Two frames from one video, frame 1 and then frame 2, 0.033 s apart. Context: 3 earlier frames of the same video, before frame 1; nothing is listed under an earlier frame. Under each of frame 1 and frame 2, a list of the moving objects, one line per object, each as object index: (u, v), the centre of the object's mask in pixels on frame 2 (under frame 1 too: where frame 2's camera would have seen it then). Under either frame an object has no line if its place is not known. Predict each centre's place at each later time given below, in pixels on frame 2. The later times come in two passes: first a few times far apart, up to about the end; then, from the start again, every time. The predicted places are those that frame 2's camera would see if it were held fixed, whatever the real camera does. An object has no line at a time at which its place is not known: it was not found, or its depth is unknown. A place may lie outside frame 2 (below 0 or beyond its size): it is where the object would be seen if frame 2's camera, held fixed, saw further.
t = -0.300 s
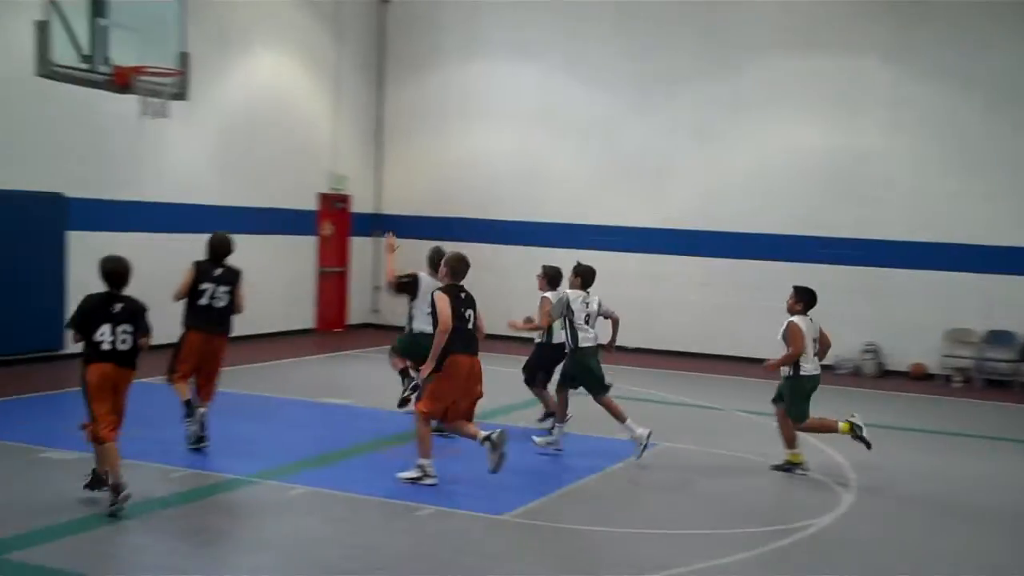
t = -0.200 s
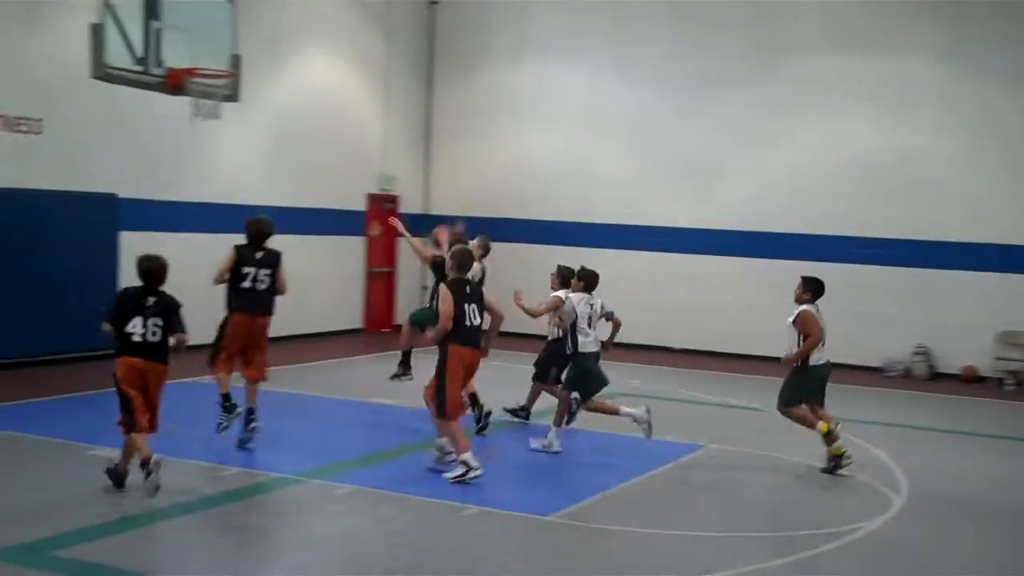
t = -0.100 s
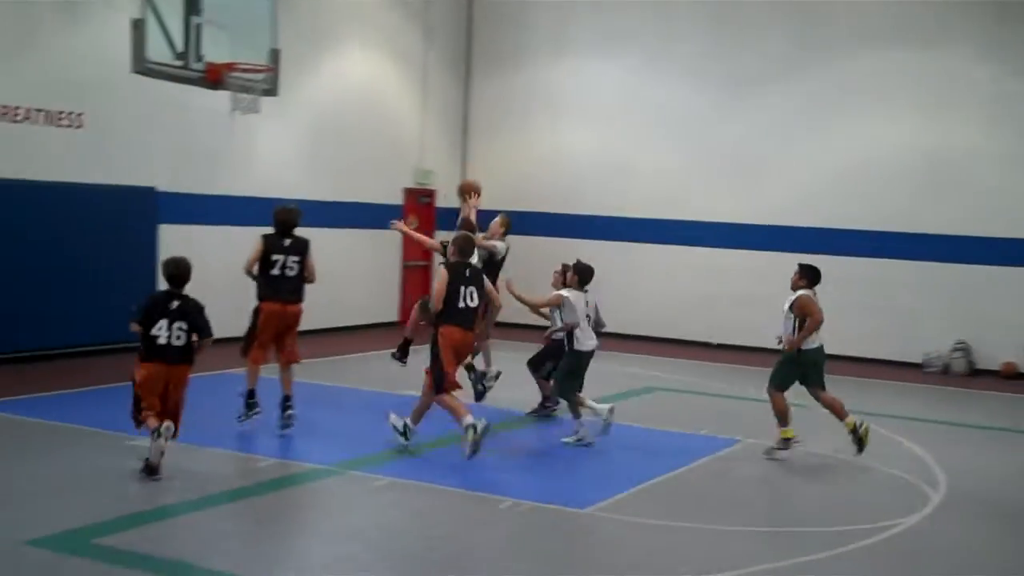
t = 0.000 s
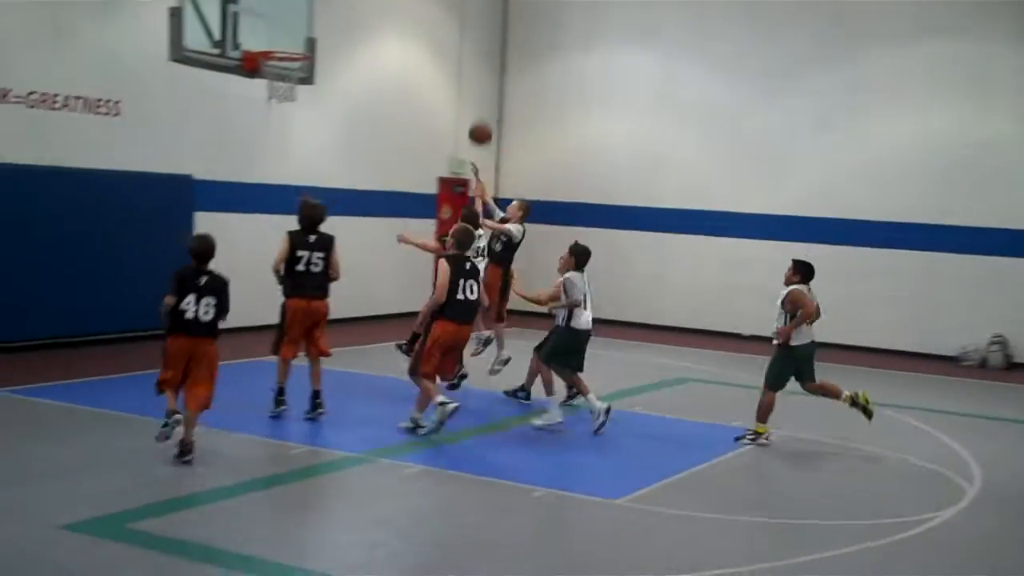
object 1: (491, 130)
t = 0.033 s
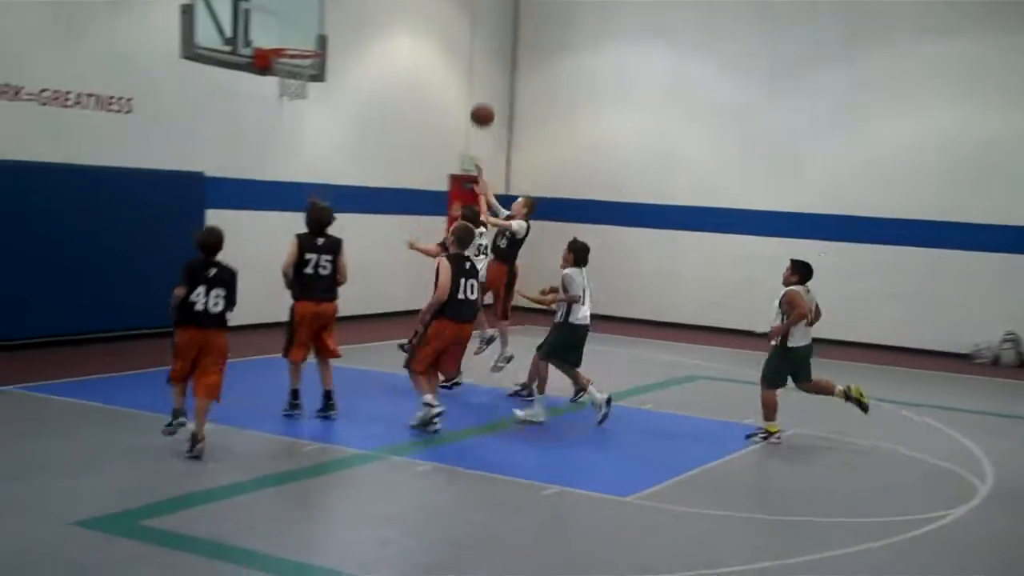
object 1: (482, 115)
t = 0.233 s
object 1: (425, 46)
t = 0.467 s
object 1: (354, 15)
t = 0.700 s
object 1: (282, 36)
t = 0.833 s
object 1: (278, 15)
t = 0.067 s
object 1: (473, 101)
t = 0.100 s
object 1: (464, 88)
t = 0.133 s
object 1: (454, 76)
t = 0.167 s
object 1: (445, 65)
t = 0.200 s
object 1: (435, 55)
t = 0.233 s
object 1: (425, 46)
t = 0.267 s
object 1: (415, 38)
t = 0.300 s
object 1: (405, 32)
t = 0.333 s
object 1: (395, 26)
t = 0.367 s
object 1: (385, 22)
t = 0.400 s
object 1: (375, 18)
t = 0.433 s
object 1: (364, 16)
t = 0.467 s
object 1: (354, 15)
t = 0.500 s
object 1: (344, 15)
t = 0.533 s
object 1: (334, 17)
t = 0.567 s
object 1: (322, 20)
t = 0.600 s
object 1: (312, 24)
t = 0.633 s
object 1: (301, 29)
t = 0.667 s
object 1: (290, 35)
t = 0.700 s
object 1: (282, 36)
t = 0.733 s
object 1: (282, 29)
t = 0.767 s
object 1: (281, 23)
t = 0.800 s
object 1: (280, 17)
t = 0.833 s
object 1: (278, 15)
